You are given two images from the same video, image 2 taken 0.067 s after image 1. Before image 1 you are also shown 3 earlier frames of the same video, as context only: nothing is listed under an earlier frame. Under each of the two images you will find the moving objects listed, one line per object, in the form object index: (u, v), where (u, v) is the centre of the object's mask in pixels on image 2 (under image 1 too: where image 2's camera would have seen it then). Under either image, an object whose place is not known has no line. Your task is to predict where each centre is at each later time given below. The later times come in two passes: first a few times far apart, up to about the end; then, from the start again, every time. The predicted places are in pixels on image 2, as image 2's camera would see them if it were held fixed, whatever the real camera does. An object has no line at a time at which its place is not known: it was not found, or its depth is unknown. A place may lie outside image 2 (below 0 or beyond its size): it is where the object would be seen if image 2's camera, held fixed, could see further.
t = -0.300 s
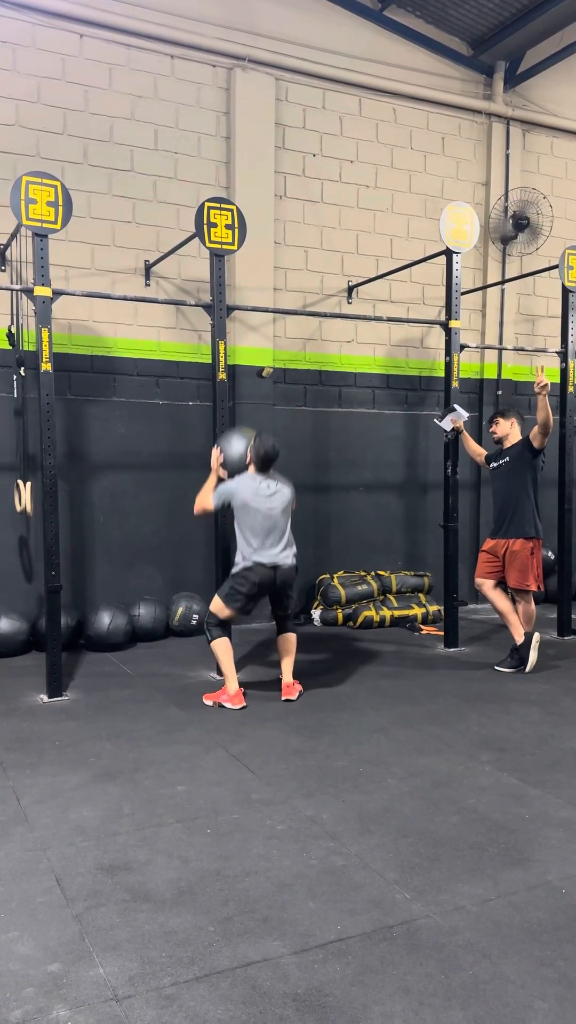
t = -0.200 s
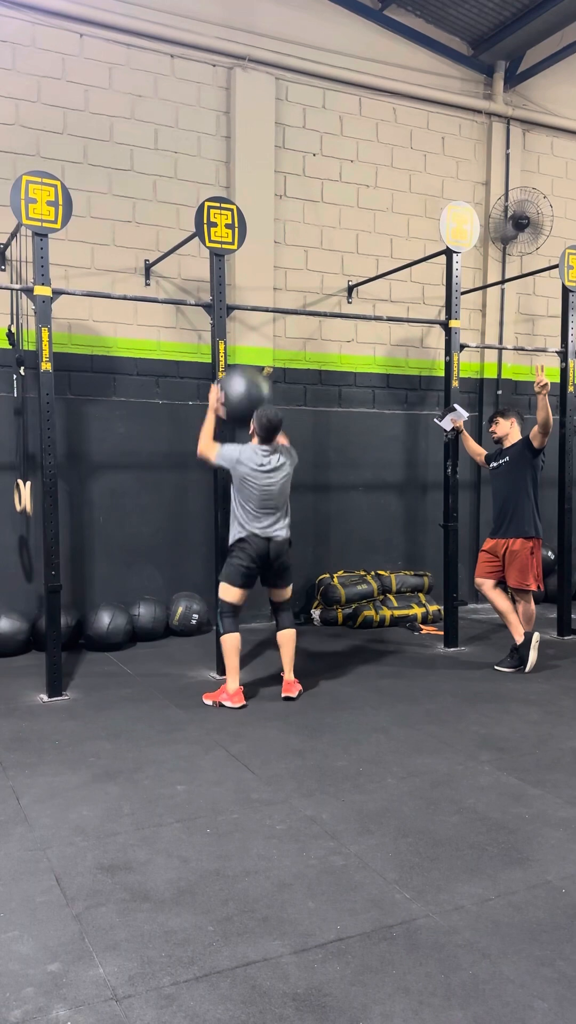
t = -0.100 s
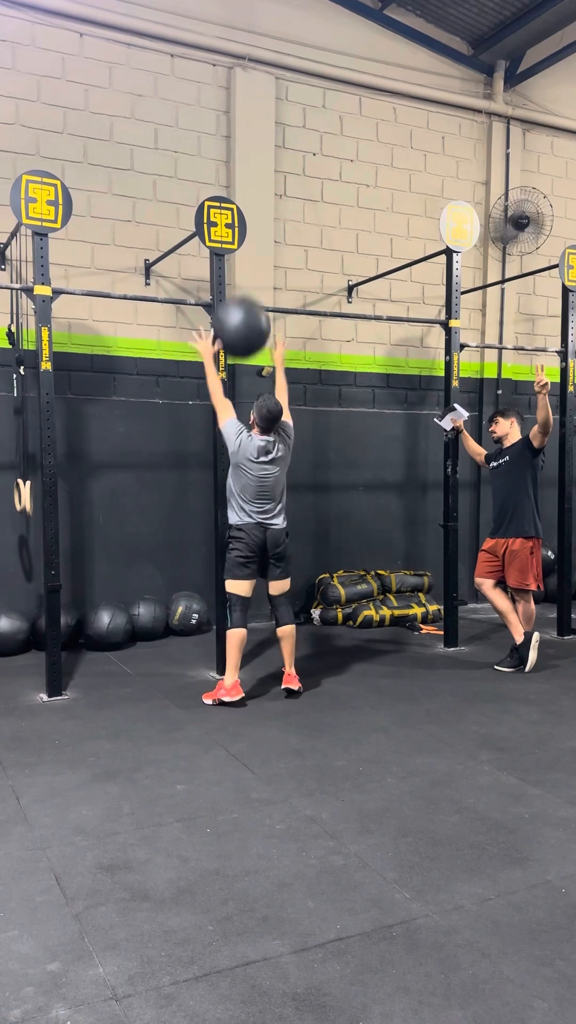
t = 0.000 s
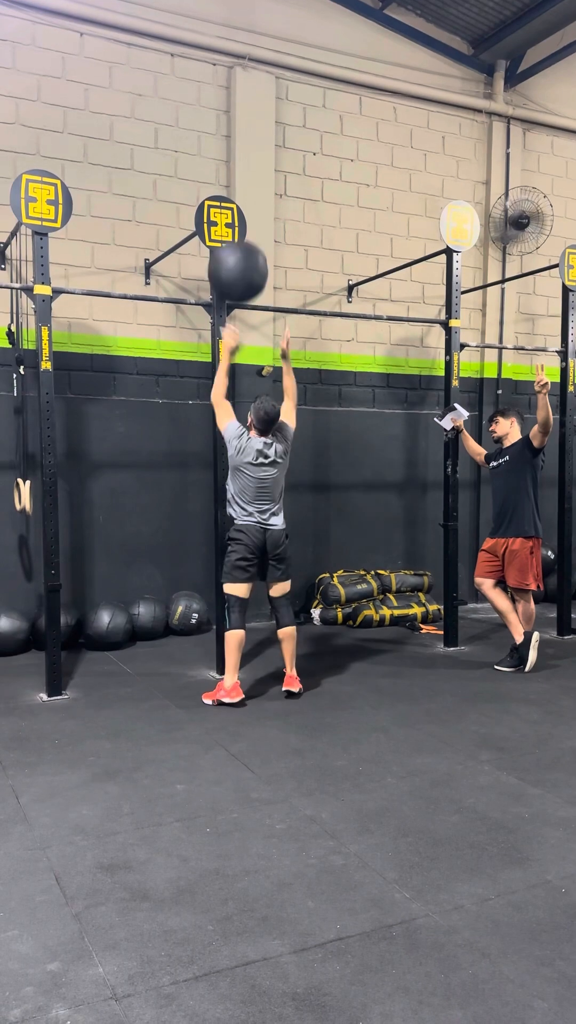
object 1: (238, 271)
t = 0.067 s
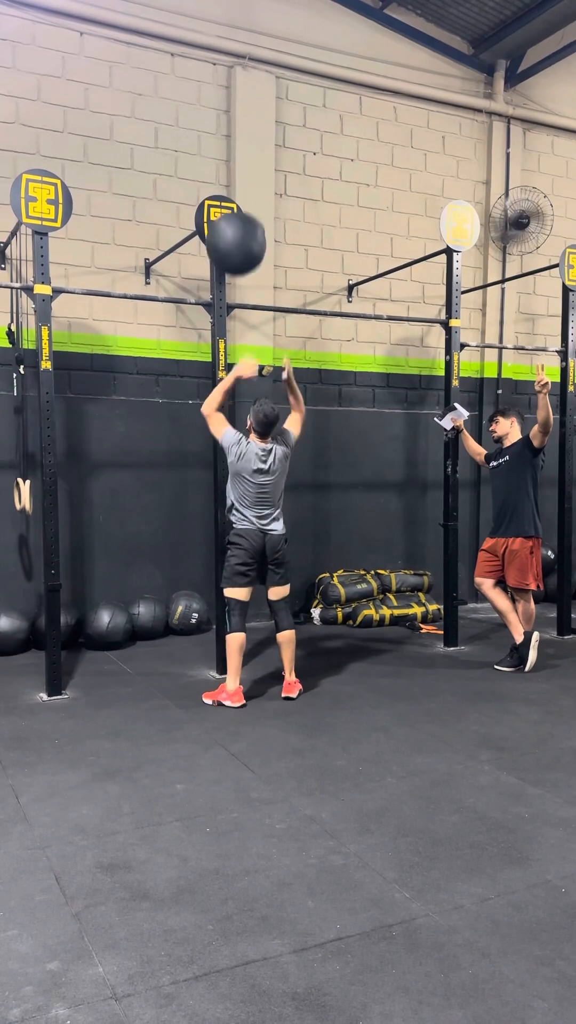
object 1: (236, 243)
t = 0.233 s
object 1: (232, 207)
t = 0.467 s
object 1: (233, 228)
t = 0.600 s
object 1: (233, 281)
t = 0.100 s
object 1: (235, 232)
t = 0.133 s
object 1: (234, 223)
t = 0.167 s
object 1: (233, 215)
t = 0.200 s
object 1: (232, 210)
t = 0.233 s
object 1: (232, 207)
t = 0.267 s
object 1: (232, 205)
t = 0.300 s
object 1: (232, 204)
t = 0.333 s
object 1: (232, 205)
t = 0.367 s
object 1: (232, 208)
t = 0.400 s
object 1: (232, 213)
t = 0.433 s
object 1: (232, 220)
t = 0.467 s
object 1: (233, 228)
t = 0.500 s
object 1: (233, 239)
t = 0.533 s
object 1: (233, 251)
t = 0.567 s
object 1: (234, 265)
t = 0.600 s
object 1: (233, 281)
